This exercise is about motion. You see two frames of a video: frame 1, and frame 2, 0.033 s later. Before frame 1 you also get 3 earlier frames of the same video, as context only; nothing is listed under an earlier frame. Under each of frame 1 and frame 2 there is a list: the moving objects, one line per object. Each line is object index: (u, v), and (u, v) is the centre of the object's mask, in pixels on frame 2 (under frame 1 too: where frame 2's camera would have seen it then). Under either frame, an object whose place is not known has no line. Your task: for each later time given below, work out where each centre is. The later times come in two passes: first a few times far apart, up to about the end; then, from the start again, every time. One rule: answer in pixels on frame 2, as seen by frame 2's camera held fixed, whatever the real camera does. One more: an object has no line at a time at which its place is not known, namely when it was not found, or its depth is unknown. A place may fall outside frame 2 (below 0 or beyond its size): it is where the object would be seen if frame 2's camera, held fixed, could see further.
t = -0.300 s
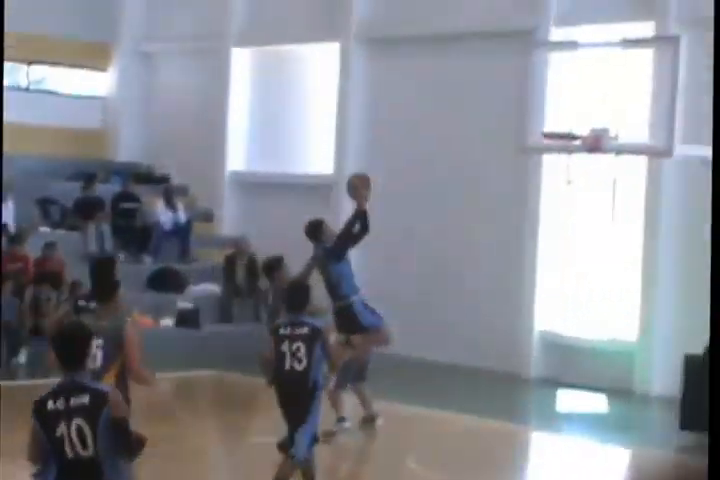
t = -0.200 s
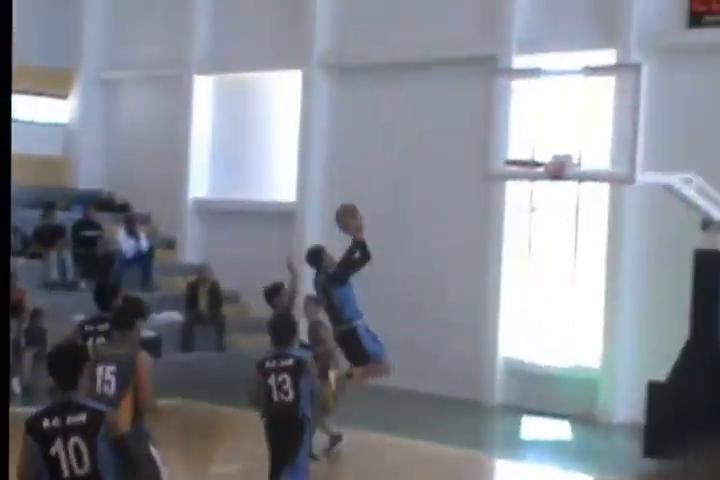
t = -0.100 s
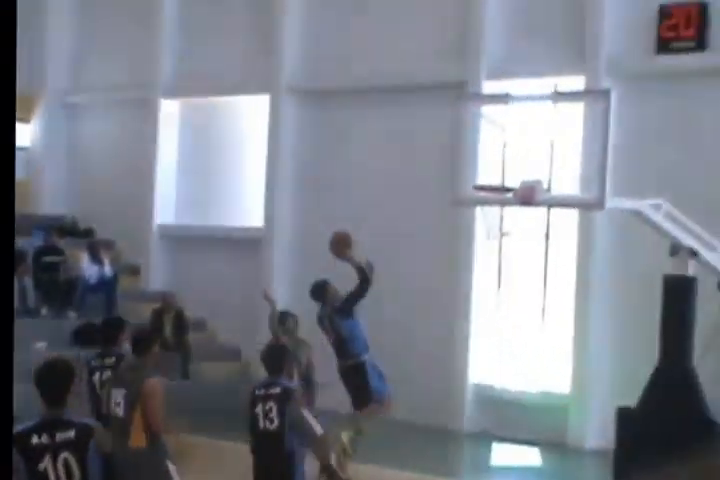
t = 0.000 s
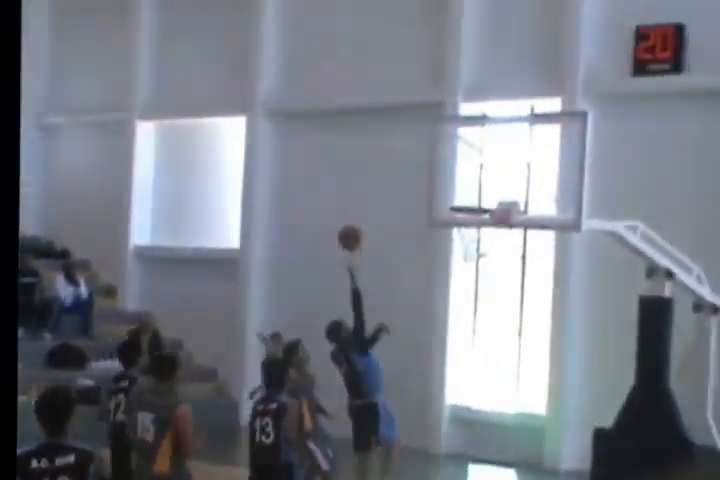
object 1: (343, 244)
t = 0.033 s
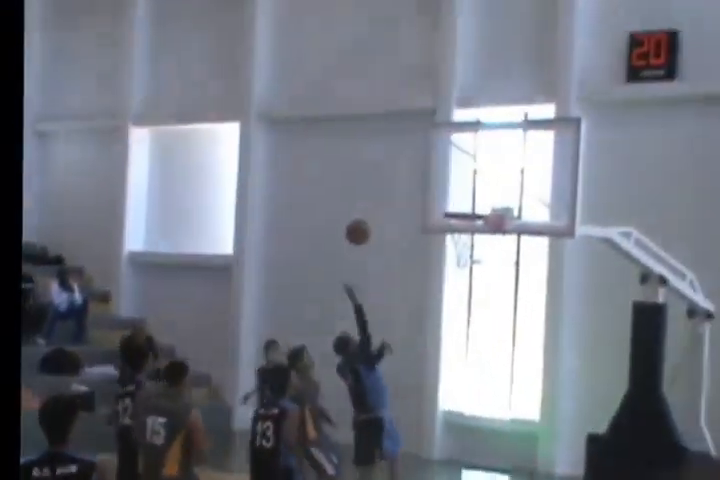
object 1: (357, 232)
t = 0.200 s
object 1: (423, 193)
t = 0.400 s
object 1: (468, 185)
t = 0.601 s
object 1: (468, 212)
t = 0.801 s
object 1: (473, 243)
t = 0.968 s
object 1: (473, 264)
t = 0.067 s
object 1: (371, 222)
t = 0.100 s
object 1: (384, 213)
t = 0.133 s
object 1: (397, 205)
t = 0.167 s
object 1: (411, 198)
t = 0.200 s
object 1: (423, 193)
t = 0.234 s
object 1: (436, 187)
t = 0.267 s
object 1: (450, 184)
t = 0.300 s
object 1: (463, 182)
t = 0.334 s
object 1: (469, 181)
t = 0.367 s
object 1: (469, 182)
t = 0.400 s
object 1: (468, 185)
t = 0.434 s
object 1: (468, 189)
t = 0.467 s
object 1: (467, 194)
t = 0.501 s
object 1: (467, 200)
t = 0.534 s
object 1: (467, 207)
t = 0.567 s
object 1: (467, 210)
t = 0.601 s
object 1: (468, 212)
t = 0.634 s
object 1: (468, 216)
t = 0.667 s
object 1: (469, 220)
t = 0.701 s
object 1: (469, 227)
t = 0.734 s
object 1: (470, 230)
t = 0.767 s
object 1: (472, 237)
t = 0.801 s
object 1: (473, 243)
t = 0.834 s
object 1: (473, 248)
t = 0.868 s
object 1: (473, 251)
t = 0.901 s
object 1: (473, 253)
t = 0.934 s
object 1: (473, 258)
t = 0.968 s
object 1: (473, 264)
